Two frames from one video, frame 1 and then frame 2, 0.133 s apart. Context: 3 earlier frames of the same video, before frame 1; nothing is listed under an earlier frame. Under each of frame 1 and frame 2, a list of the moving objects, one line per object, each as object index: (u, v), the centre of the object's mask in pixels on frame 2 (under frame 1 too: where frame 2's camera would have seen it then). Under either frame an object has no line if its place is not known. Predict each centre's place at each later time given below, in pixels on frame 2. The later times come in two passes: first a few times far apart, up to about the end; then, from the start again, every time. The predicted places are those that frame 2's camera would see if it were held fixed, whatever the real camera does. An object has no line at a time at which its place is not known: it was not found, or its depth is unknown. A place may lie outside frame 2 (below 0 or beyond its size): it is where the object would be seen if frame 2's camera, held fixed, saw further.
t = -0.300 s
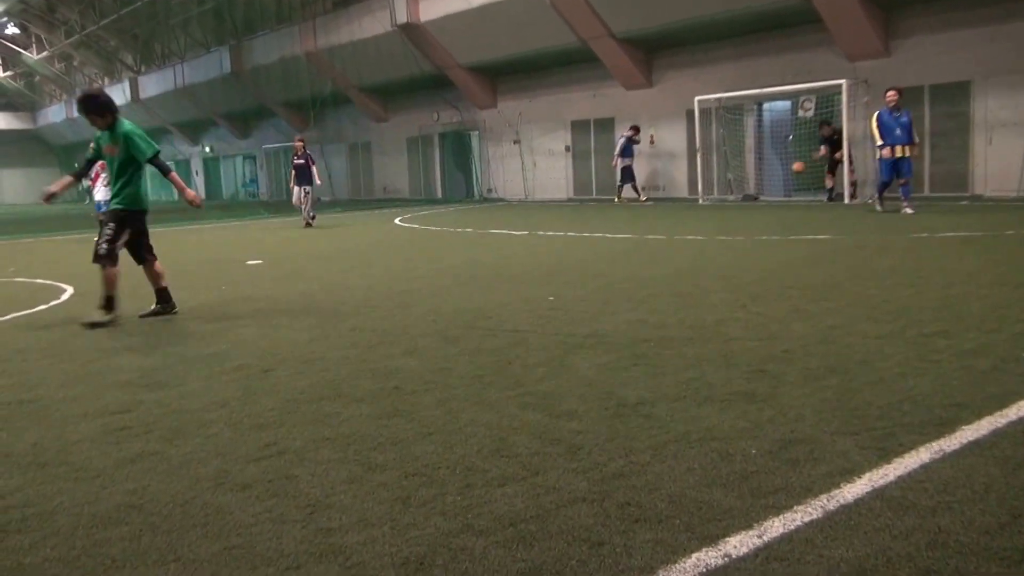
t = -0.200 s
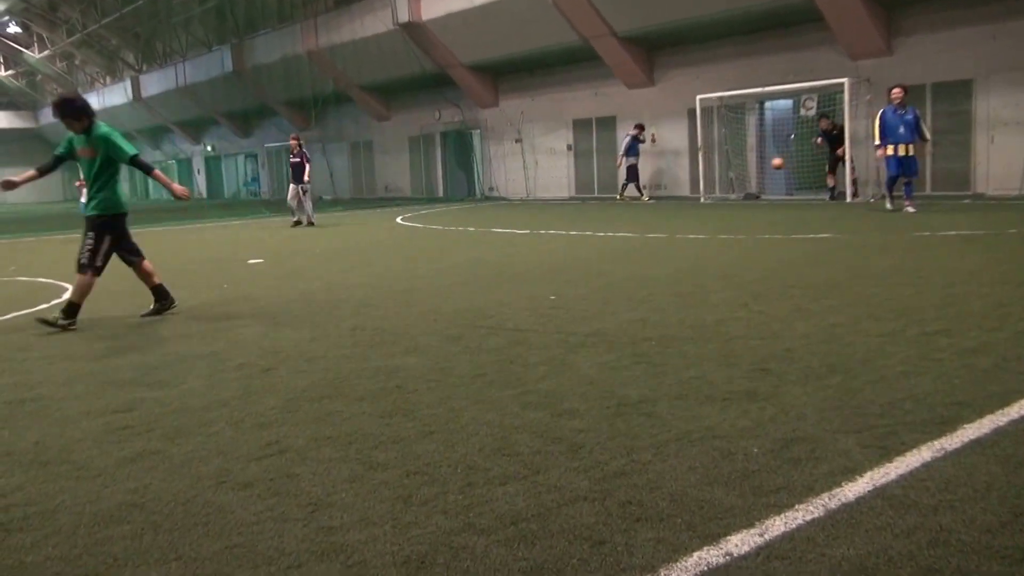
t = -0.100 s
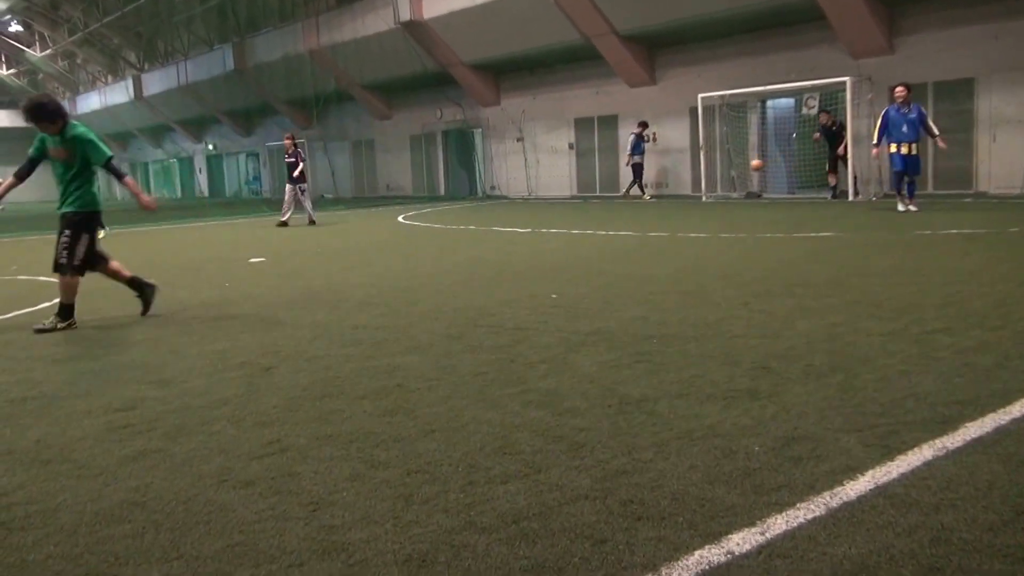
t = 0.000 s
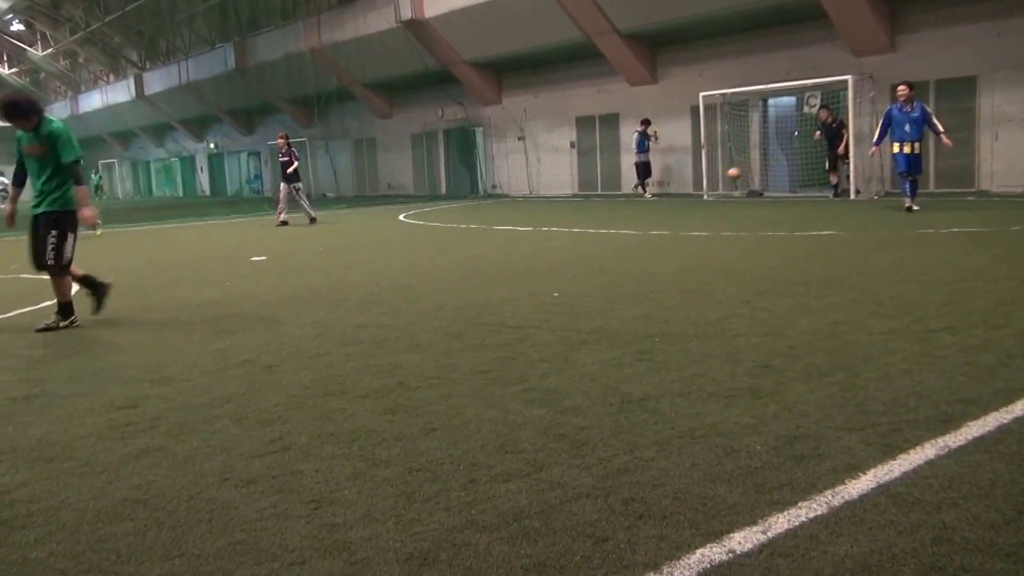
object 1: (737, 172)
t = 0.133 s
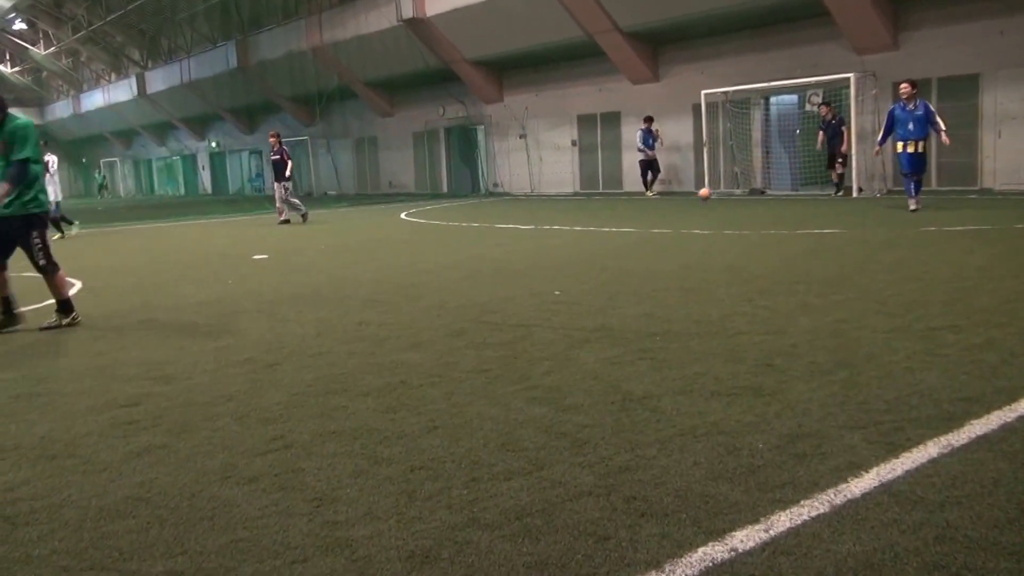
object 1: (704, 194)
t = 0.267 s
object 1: (677, 199)
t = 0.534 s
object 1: (629, 205)
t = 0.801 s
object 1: (579, 213)
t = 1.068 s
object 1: (526, 217)
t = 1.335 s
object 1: (473, 221)
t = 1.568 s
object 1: (430, 224)
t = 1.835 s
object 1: (381, 228)
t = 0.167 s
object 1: (696, 201)
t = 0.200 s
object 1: (690, 203)
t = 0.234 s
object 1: (683, 201)
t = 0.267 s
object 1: (677, 199)
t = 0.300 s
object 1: (671, 196)
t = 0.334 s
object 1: (666, 196)
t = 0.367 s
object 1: (660, 196)
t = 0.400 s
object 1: (653, 196)
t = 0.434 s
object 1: (648, 197)
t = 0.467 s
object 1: (641, 199)
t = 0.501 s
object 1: (635, 202)
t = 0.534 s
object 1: (629, 205)
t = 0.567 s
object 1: (623, 210)
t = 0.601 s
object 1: (617, 208)
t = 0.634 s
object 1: (610, 207)
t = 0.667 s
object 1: (604, 206)
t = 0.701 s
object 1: (598, 207)
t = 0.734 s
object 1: (591, 208)
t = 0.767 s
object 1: (585, 210)
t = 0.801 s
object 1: (579, 213)
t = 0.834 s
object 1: (572, 213)
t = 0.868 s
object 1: (565, 213)
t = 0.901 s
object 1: (559, 214)
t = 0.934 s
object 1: (552, 215)
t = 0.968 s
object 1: (546, 215)
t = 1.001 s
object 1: (539, 216)
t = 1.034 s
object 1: (532, 217)
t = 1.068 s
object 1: (526, 217)
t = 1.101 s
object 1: (519, 217)
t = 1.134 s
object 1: (512, 219)
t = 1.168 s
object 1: (506, 218)
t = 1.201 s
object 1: (500, 218)
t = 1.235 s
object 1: (493, 219)
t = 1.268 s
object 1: (487, 220)
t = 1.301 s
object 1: (480, 221)
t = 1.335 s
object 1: (473, 221)
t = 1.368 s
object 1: (468, 221)
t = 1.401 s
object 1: (462, 222)
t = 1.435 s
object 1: (455, 223)
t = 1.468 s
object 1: (449, 223)
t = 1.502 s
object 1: (443, 224)
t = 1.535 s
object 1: (436, 224)
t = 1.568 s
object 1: (430, 224)
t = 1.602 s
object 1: (424, 225)
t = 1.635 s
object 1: (418, 225)
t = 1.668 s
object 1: (411, 226)
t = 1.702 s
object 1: (406, 226)
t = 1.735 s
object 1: (399, 227)
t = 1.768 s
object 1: (393, 228)
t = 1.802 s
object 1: (388, 228)
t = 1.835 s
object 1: (381, 228)
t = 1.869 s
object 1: (375, 230)
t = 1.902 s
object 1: (370, 230)
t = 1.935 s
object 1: (364, 231)
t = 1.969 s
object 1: (358, 231)
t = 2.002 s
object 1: (352, 232)
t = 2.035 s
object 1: (346, 232)
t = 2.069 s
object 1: (339, 232)
